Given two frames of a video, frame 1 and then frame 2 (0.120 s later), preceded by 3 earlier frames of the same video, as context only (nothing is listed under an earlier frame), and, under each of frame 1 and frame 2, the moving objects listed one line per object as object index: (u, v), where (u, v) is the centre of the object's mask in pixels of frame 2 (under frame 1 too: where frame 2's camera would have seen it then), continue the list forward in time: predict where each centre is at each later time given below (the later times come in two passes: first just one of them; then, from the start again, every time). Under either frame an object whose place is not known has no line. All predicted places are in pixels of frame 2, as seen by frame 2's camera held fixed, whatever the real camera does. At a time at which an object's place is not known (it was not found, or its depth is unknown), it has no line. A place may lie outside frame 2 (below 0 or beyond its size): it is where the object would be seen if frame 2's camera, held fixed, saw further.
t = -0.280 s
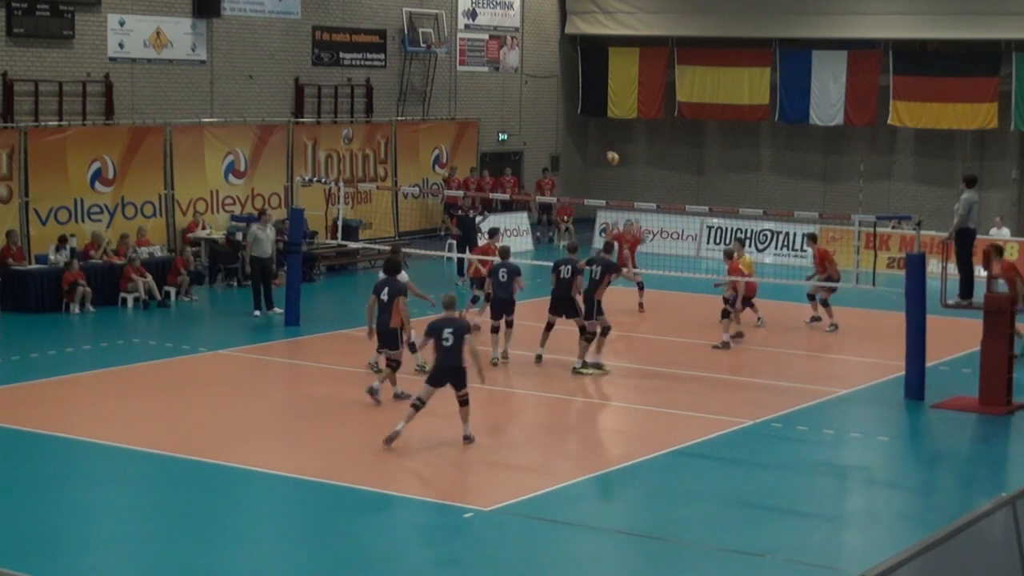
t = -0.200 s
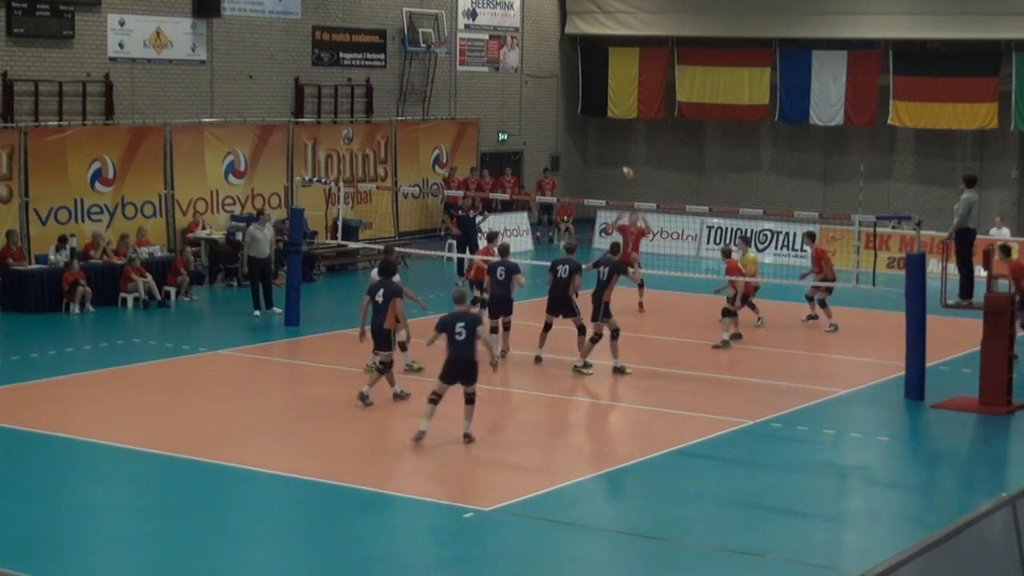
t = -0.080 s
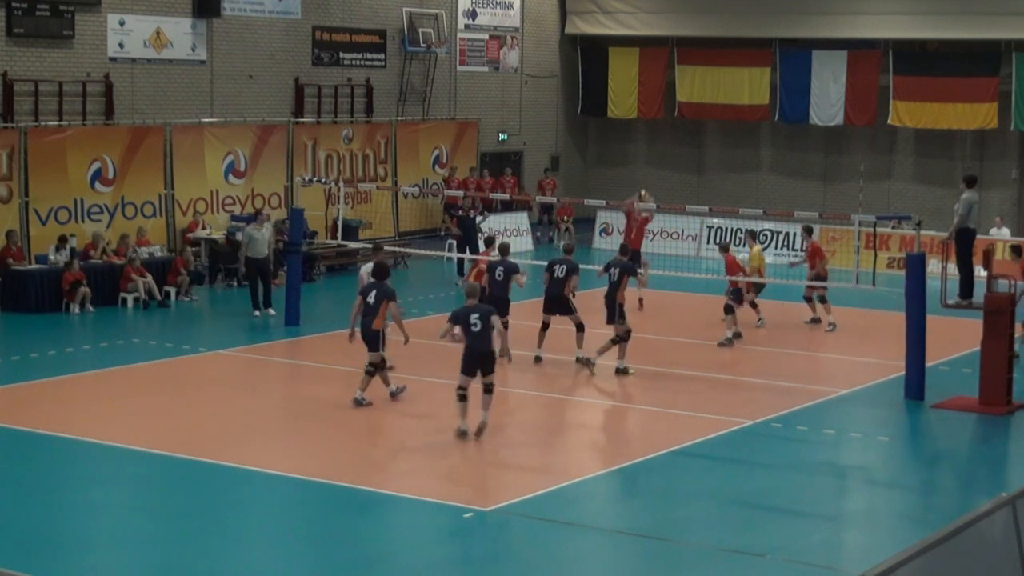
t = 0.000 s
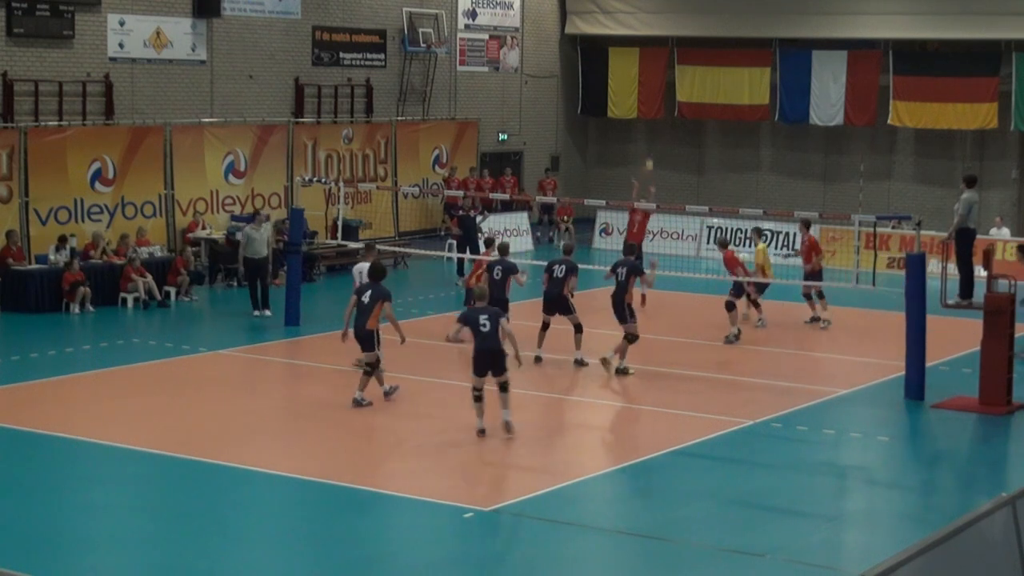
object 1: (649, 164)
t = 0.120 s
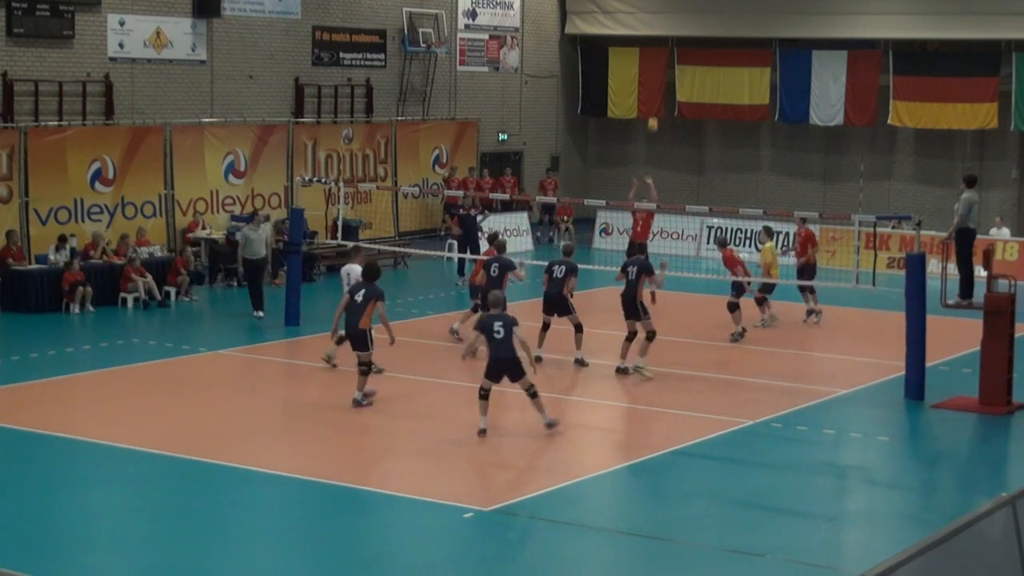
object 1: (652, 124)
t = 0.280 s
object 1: (659, 81)
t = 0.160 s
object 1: (654, 112)
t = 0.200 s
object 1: (656, 101)
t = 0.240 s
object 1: (657, 91)
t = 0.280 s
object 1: (659, 81)
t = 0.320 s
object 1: (661, 72)
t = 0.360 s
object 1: (663, 64)
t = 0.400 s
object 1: (665, 57)
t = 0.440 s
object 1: (666, 51)
